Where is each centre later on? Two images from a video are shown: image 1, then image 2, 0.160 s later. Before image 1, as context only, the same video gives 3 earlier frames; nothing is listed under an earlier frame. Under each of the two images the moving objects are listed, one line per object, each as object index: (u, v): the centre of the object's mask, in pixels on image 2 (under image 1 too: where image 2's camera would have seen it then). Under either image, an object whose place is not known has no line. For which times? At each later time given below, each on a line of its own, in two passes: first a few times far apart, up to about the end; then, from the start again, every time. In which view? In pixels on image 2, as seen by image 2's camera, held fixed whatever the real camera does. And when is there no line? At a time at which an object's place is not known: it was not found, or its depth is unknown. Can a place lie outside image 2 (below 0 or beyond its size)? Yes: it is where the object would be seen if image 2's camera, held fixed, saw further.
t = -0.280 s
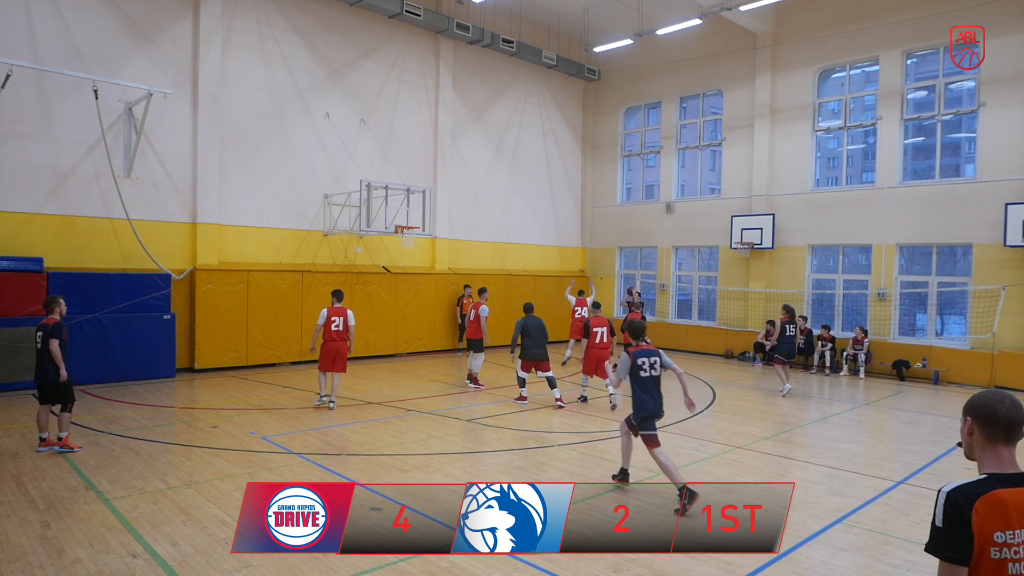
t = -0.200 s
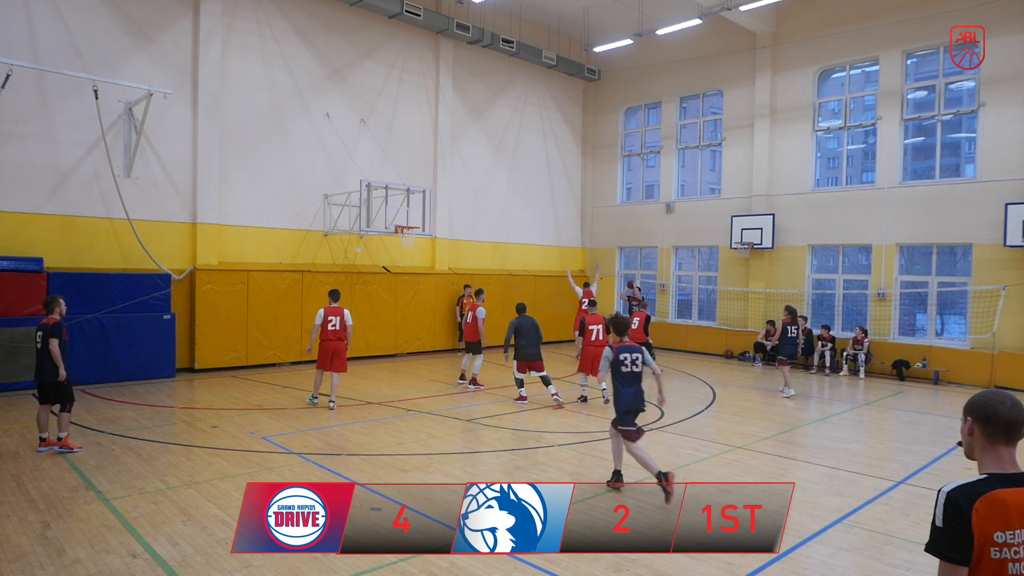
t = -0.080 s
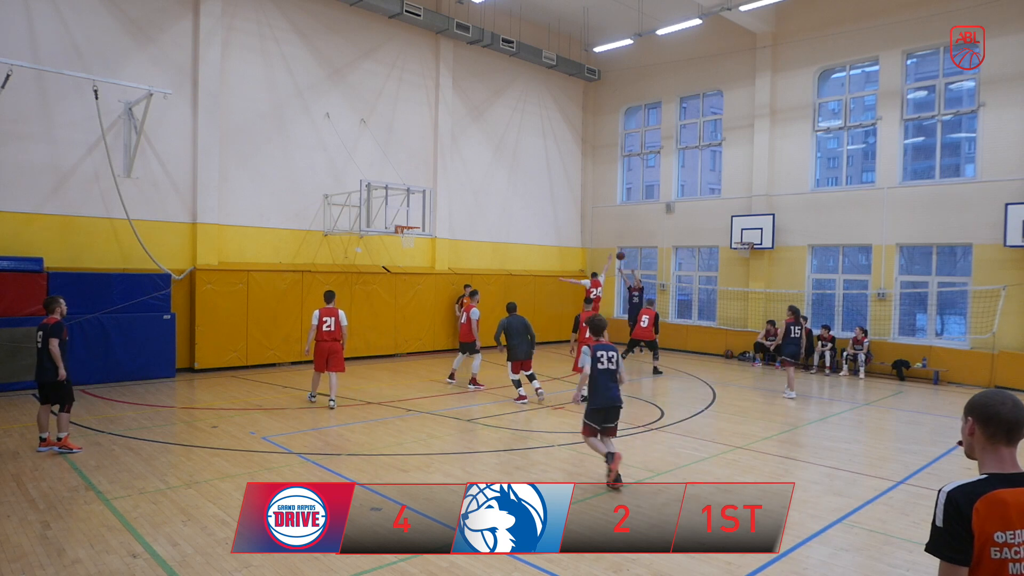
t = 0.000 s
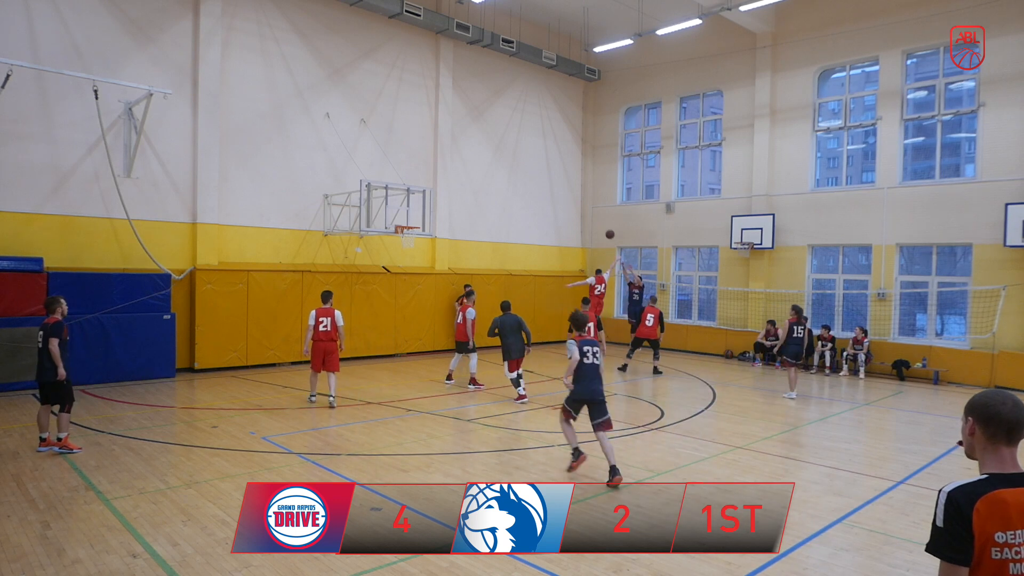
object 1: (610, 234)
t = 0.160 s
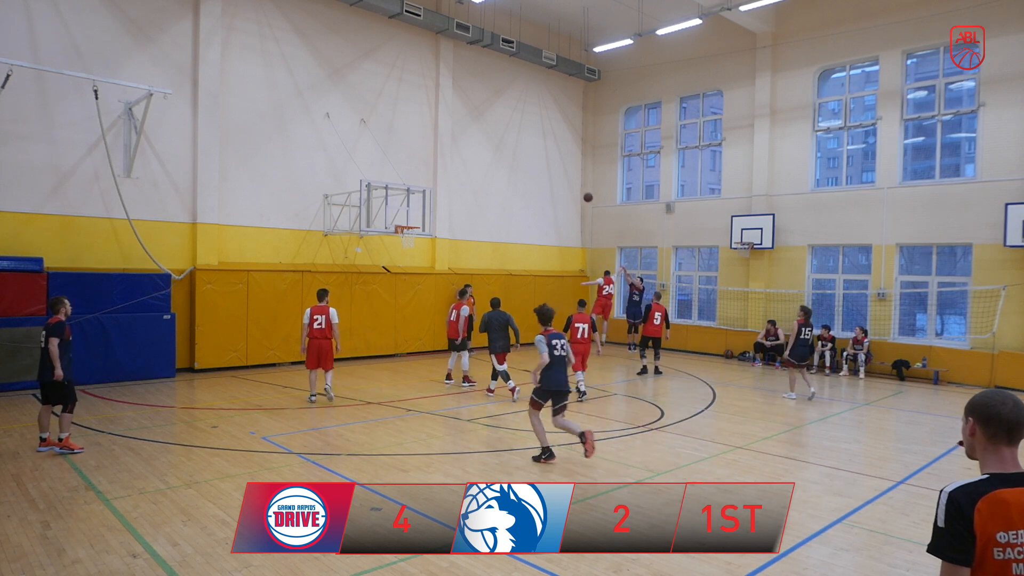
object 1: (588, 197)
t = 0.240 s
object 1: (576, 182)
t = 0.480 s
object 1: (540, 150)
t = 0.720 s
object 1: (500, 140)
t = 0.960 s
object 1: (458, 155)
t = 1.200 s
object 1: (412, 197)
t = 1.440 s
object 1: (379, 223)
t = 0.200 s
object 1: (582, 189)
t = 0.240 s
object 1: (576, 182)
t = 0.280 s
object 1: (570, 175)
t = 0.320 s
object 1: (564, 168)
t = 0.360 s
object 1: (559, 163)
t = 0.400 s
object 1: (552, 158)
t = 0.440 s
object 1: (546, 154)
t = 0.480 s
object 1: (540, 150)
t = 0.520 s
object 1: (534, 147)
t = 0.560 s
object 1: (527, 144)
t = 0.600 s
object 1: (520, 142)
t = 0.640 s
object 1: (514, 141)
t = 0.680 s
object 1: (507, 140)
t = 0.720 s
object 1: (500, 140)
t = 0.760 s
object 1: (493, 141)
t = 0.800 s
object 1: (486, 142)
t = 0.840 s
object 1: (479, 145)
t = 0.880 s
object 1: (472, 147)
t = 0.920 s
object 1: (465, 151)
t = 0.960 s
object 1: (458, 155)
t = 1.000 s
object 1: (450, 160)
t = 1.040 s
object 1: (443, 166)
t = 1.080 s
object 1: (435, 173)
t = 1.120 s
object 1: (428, 180)
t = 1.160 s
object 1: (420, 188)
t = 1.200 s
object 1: (412, 197)
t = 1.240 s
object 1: (404, 207)
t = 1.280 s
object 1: (396, 218)
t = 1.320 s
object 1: (388, 222)
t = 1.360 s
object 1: (383, 222)
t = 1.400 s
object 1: (381, 222)
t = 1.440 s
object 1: (379, 223)
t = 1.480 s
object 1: (377, 224)
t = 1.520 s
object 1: (375, 226)
